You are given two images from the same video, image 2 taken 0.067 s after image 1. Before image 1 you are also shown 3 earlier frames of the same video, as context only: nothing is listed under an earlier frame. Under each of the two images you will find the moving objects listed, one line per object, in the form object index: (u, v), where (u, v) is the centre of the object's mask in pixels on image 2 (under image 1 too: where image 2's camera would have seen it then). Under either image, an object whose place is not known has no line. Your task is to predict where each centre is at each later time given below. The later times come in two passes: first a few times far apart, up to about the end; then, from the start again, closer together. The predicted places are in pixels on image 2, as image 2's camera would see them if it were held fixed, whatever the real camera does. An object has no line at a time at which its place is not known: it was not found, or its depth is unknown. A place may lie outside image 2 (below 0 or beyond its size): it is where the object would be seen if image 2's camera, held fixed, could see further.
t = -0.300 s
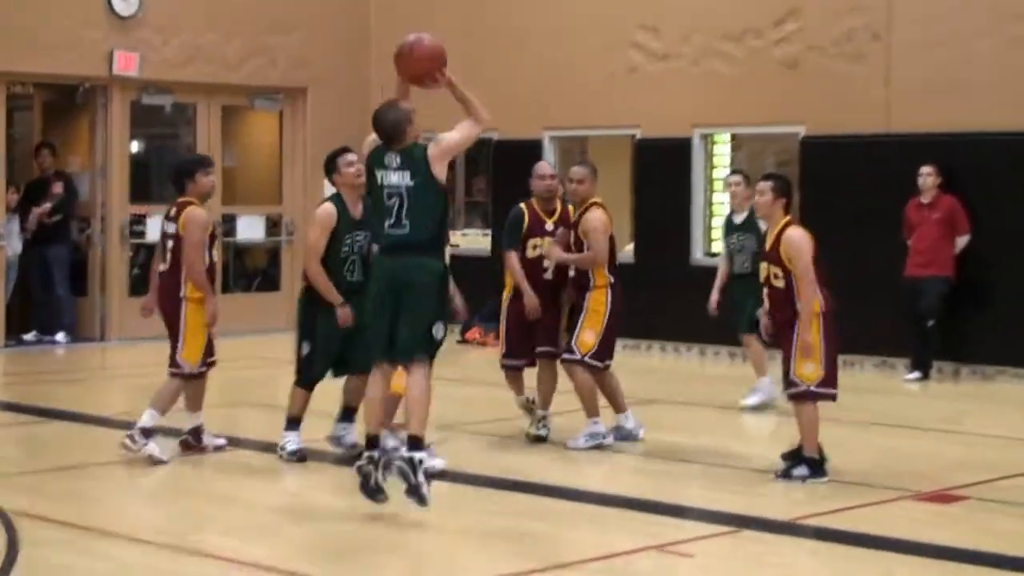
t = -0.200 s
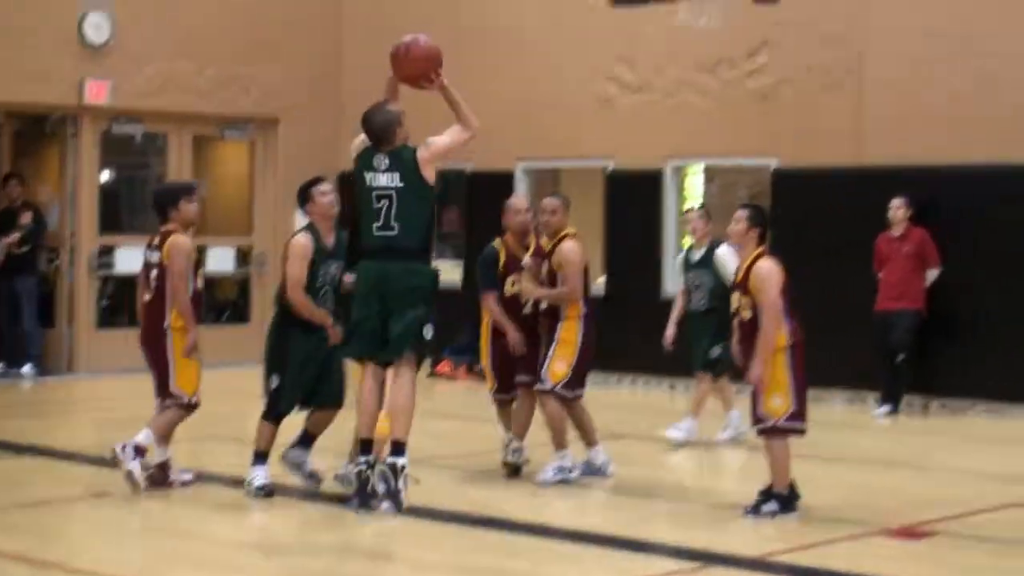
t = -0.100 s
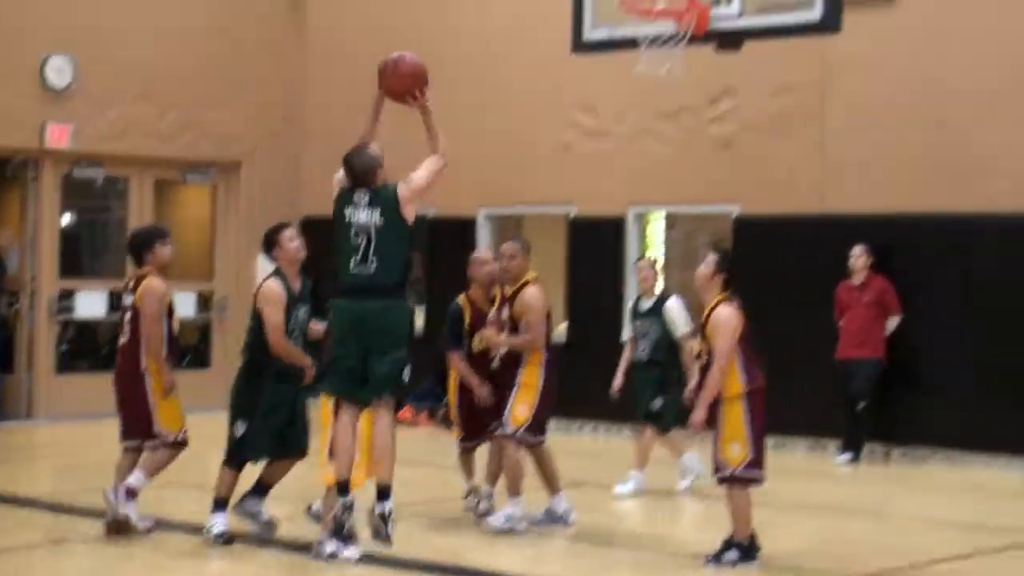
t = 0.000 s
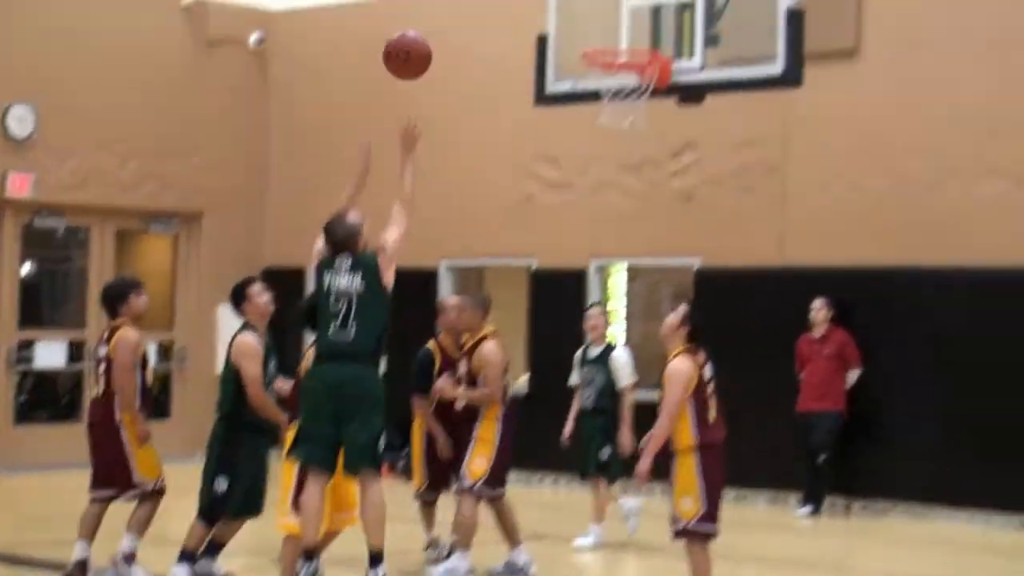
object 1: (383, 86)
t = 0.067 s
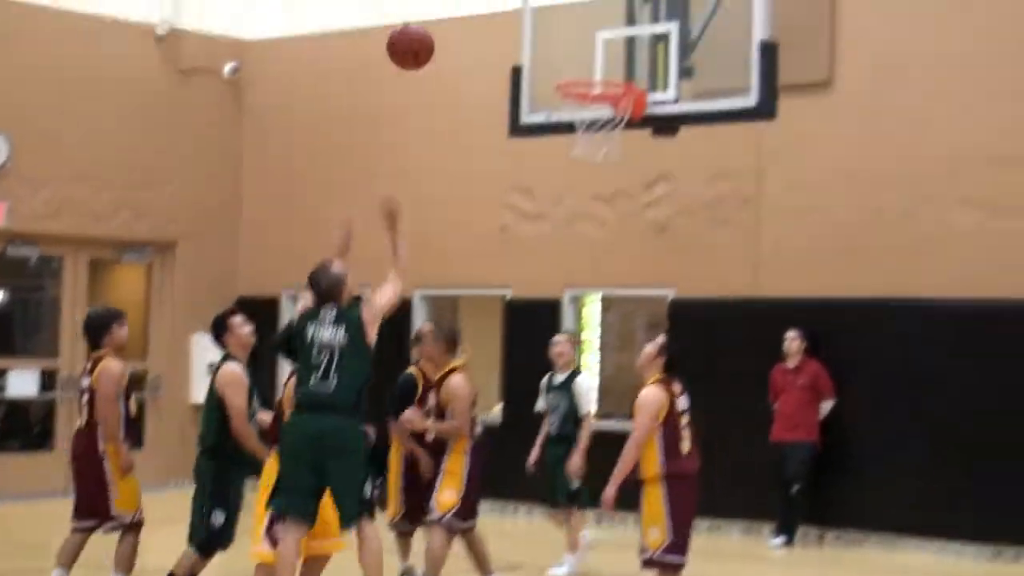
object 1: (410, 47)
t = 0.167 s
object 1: (449, 6)
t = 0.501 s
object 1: (560, 9)
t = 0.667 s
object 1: (607, 71)
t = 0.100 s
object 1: (423, 30)
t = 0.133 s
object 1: (436, 16)
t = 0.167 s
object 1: (449, 6)
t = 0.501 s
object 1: (560, 9)
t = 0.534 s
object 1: (570, 19)
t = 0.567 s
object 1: (579, 33)
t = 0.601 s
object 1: (588, 47)
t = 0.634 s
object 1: (597, 62)
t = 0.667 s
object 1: (607, 71)
